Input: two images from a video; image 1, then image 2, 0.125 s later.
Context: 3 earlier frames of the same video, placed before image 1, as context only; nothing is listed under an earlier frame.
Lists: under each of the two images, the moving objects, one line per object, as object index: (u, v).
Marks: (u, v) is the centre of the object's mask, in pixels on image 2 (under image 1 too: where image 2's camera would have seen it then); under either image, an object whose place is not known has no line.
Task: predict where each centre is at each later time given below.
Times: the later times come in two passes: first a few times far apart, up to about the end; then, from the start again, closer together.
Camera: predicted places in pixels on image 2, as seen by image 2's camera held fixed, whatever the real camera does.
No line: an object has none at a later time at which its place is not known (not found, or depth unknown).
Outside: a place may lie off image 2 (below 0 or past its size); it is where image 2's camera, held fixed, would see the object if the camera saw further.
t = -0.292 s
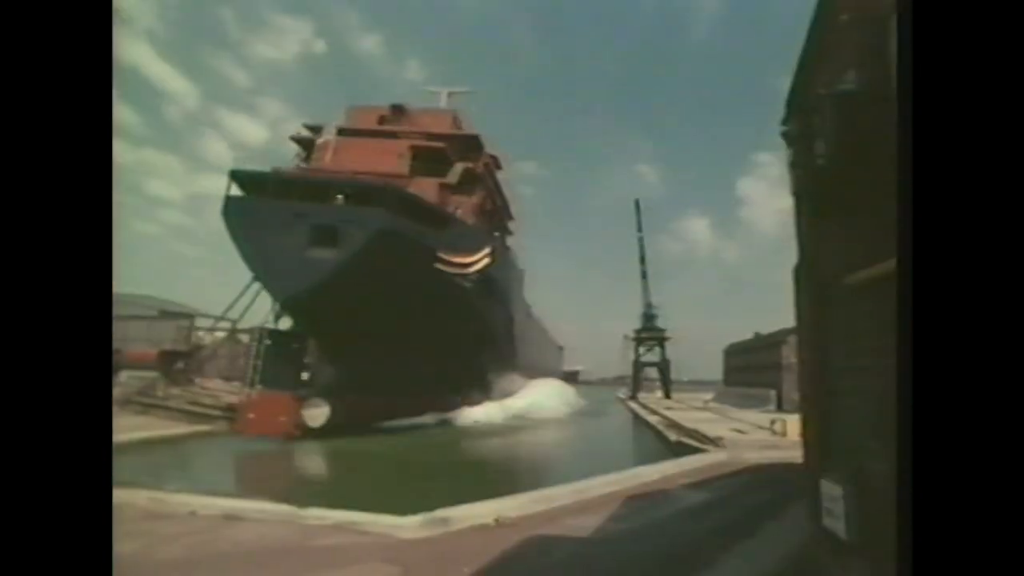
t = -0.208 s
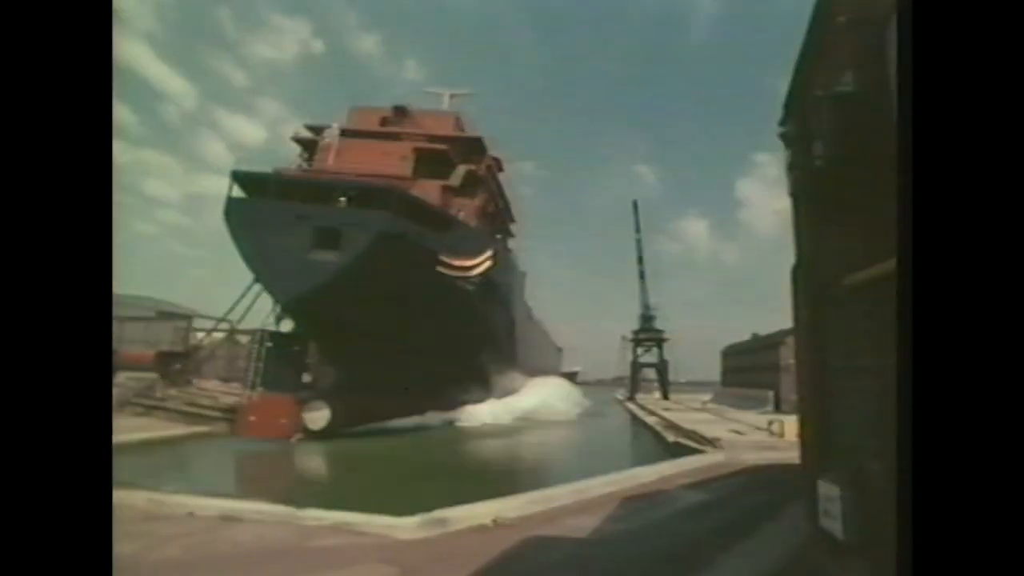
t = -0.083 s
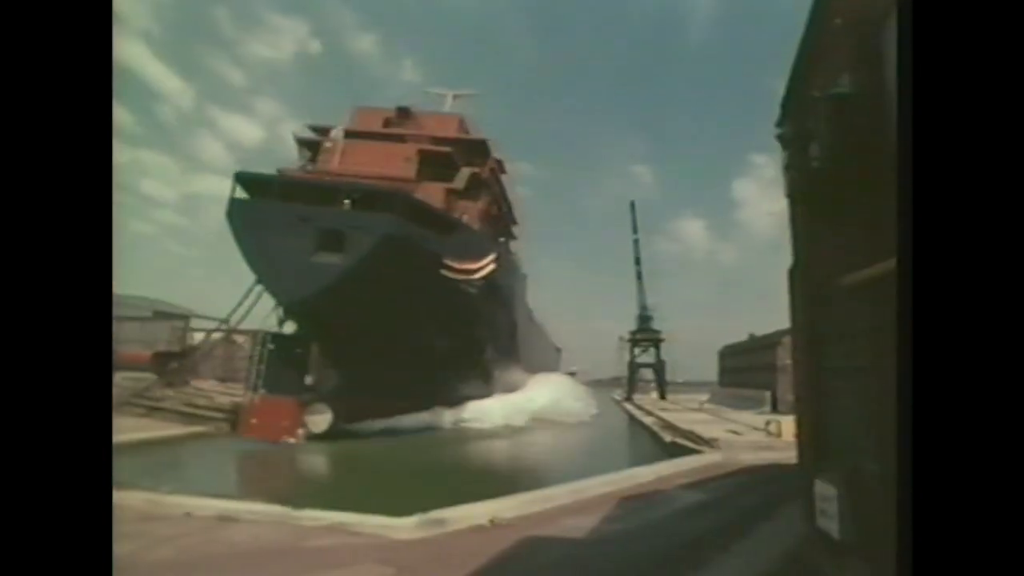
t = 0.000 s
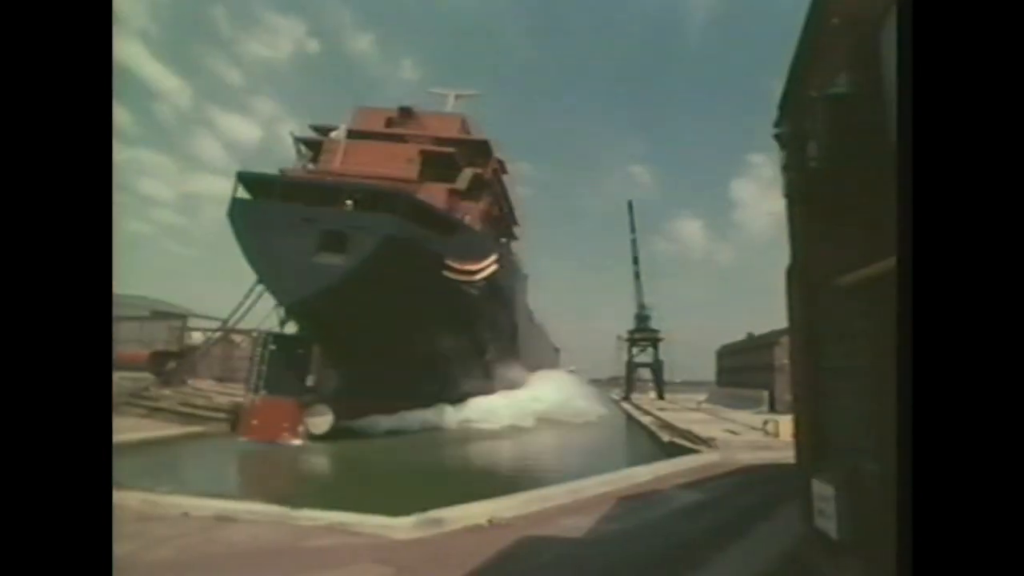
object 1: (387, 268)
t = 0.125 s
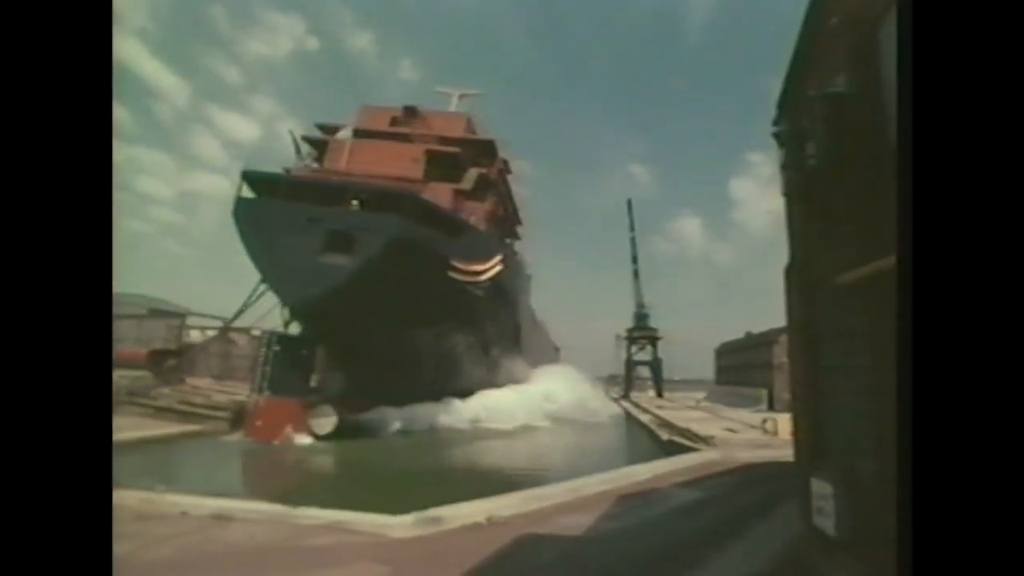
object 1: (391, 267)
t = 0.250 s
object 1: (395, 266)
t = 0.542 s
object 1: (405, 265)
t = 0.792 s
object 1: (413, 266)
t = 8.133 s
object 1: (438, 277)
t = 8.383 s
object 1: (439, 276)
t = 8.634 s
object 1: (440, 276)
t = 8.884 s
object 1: (439, 277)
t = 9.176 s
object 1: (440, 276)
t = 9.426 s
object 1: (441, 276)
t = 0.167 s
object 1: (392, 267)
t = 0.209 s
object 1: (393, 267)
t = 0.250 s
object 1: (395, 266)
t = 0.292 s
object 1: (397, 266)
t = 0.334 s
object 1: (398, 266)
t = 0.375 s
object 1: (399, 266)
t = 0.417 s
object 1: (400, 265)
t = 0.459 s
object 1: (402, 265)
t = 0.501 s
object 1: (403, 265)
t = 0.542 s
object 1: (405, 265)
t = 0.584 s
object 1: (406, 266)
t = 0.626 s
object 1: (407, 265)
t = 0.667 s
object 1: (408, 265)
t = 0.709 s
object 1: (410, 266)
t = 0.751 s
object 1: (411, 266)
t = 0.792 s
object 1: (413, 266)
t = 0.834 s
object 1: (413, 266)
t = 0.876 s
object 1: (415, 266)
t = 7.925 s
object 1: (440, 276)
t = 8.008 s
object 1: (439, 276)
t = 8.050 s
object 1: (440, 276)
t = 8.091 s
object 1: (439, 275)
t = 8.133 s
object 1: (438, 277)
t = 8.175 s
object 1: (439, 275)
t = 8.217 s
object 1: (439, 276)
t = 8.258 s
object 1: (439, 276)
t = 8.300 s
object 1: (439, 276)
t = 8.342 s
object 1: (439, 276)
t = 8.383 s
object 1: (439, 276)
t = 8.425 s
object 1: (439, 276)
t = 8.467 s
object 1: (437, 276)
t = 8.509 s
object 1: (439, 276)
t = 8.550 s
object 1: (440, 276)
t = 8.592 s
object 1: (440, 276)
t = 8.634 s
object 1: (440, 276)
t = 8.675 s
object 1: (439, 277)
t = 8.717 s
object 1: (438, 278)
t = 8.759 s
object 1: (438, 277)
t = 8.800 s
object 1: (439, 279)
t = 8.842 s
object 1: (438, 277)
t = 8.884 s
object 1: (439, 277)
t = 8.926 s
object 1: (440, 276)
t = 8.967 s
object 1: (439, 277)
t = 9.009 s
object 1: (439, 276)
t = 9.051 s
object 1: (440, 276)
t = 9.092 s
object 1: (440, 276)
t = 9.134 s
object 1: (440, 276)
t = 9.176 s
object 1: (440, 276)
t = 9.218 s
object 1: (440, 276)
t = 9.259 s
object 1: (441, 276)
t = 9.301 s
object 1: (441, 277)
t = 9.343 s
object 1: (440, 277)
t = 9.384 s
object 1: (441, 276)
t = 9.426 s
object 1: (441, 276)
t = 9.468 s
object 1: (440, 277)
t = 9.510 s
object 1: (441, 276)
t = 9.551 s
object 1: (441, 275)
